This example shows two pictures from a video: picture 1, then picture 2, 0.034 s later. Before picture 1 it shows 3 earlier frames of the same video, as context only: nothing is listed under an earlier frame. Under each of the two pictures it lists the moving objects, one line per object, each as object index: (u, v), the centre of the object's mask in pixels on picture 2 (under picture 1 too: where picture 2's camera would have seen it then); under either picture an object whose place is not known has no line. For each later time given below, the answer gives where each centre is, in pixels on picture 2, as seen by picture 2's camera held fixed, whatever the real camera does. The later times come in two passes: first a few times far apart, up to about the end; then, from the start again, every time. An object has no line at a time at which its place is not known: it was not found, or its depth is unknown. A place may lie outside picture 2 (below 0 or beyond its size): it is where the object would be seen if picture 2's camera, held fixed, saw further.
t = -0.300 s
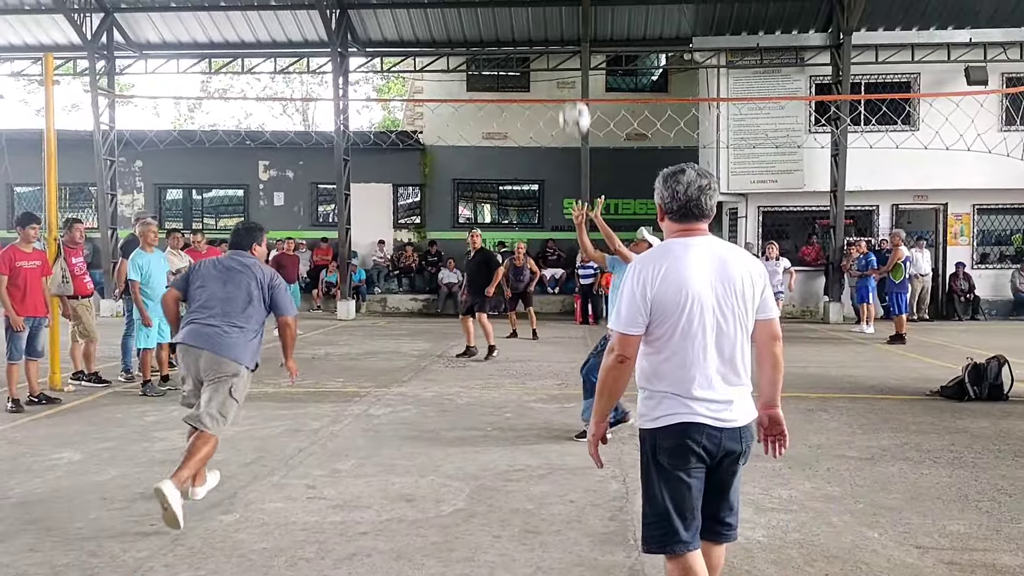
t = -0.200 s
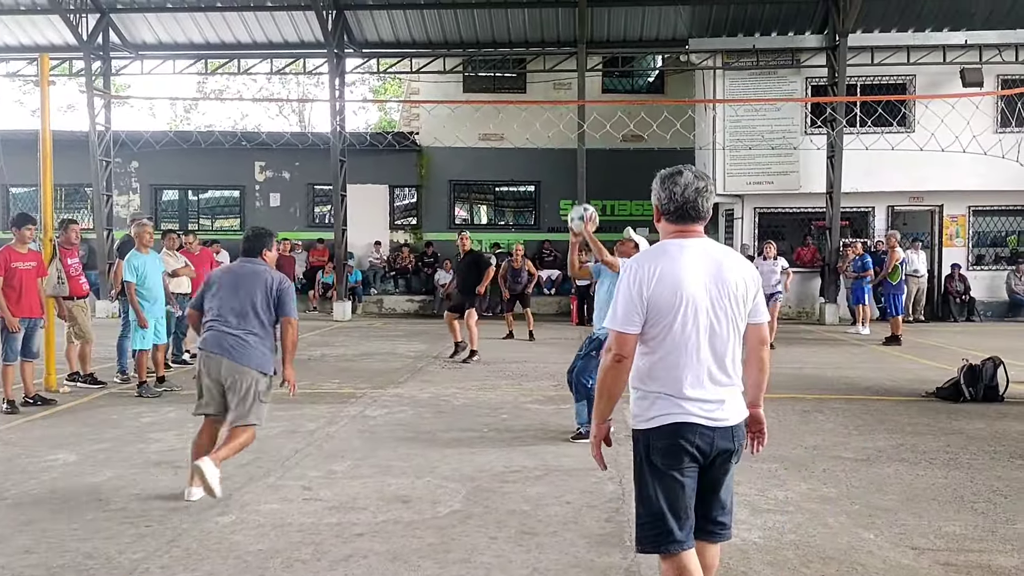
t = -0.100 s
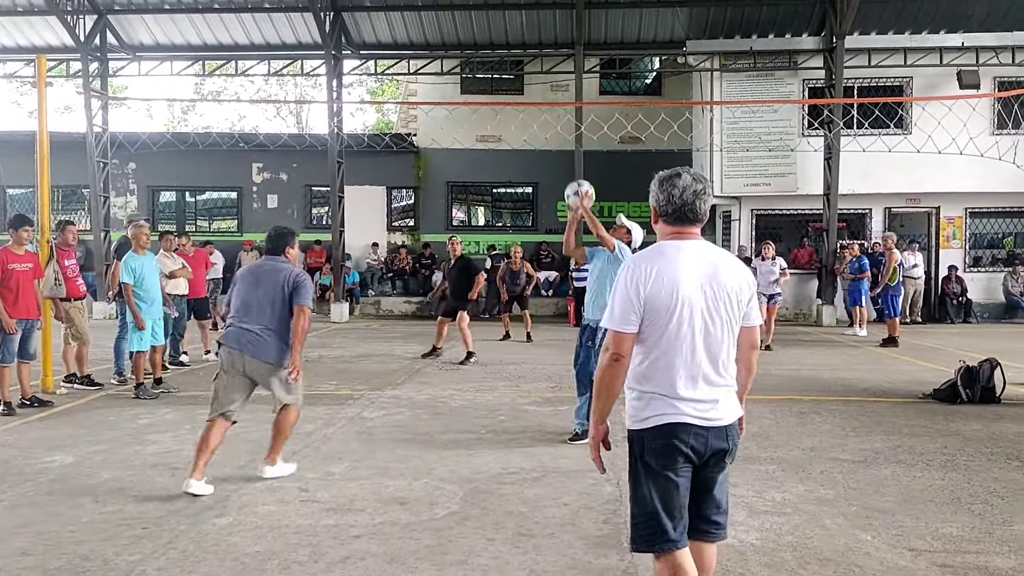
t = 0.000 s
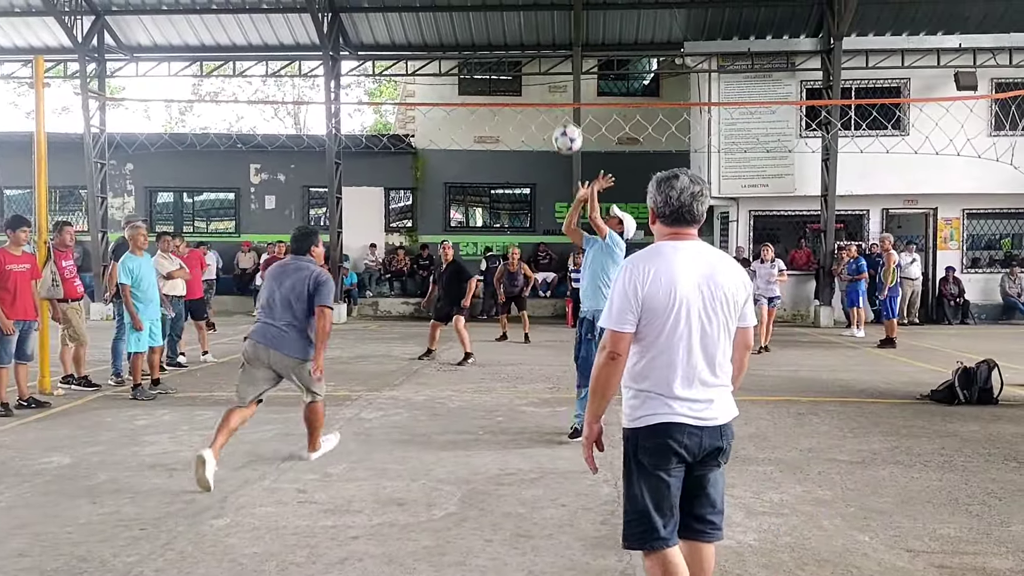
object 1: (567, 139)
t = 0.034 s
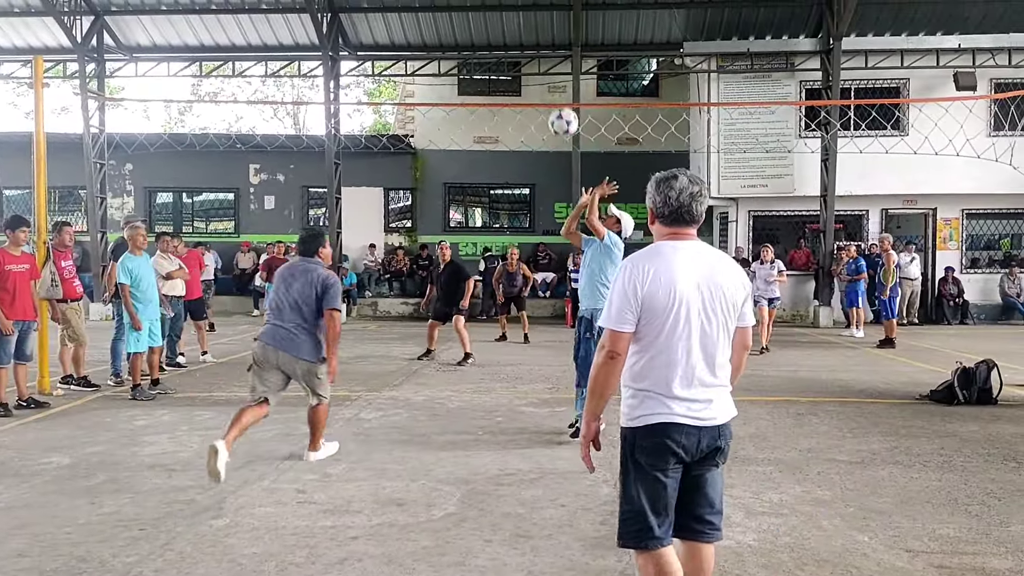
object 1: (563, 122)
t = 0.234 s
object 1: (542, 56)
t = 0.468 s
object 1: (518, 47)
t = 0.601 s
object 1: (505, 74)
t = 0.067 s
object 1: (560, 106)
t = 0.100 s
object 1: (556, 93)
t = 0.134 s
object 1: (553, 83)
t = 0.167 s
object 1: (549, 72)
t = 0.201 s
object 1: (546, 63)
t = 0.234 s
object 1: (542, 56)
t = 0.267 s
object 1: (539, 51)
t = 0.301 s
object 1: (535, 46)
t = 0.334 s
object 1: (532, 44)
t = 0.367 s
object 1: (528, 42)
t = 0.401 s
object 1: (525, 42)
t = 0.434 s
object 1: (522, 44)
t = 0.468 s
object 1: (518, 47)
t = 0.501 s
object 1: (515, 52)
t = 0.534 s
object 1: (511, 58)
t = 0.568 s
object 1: (508, 65)
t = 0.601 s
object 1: (505, 74)
